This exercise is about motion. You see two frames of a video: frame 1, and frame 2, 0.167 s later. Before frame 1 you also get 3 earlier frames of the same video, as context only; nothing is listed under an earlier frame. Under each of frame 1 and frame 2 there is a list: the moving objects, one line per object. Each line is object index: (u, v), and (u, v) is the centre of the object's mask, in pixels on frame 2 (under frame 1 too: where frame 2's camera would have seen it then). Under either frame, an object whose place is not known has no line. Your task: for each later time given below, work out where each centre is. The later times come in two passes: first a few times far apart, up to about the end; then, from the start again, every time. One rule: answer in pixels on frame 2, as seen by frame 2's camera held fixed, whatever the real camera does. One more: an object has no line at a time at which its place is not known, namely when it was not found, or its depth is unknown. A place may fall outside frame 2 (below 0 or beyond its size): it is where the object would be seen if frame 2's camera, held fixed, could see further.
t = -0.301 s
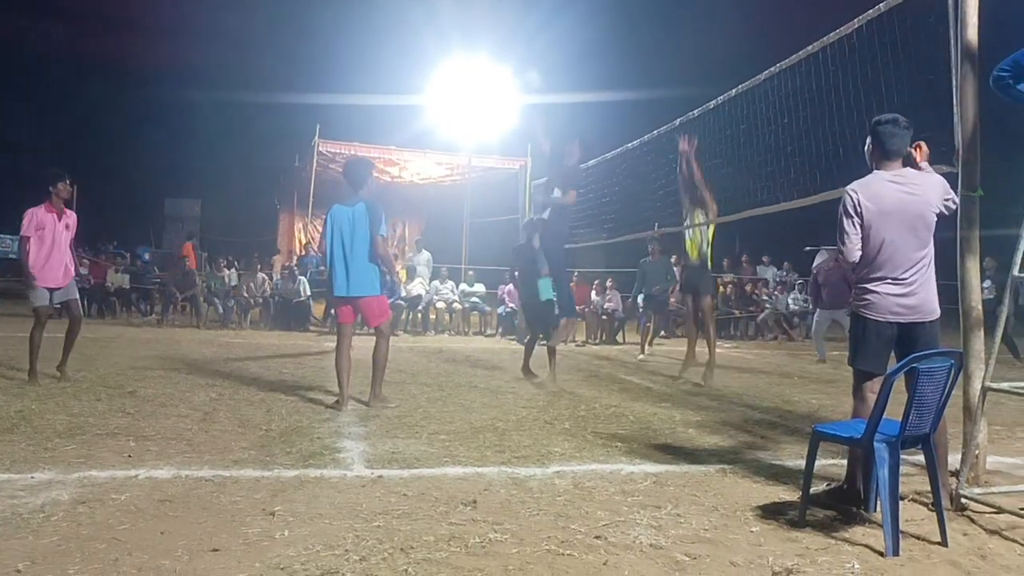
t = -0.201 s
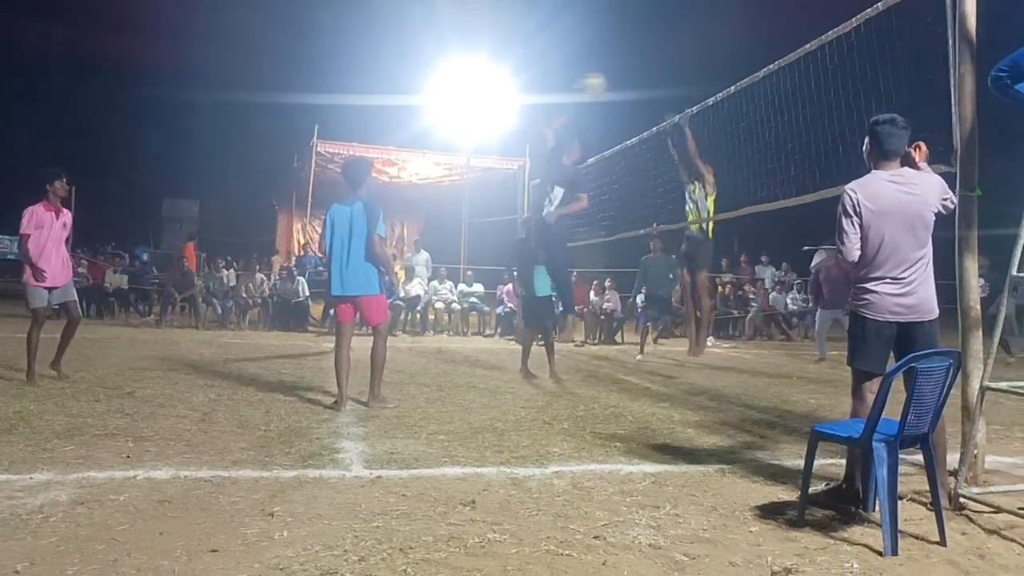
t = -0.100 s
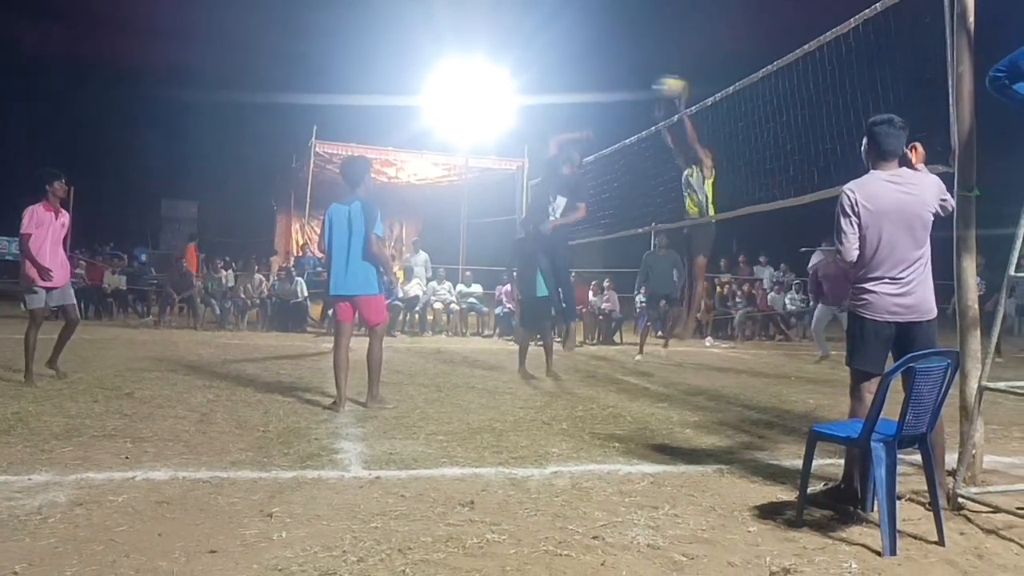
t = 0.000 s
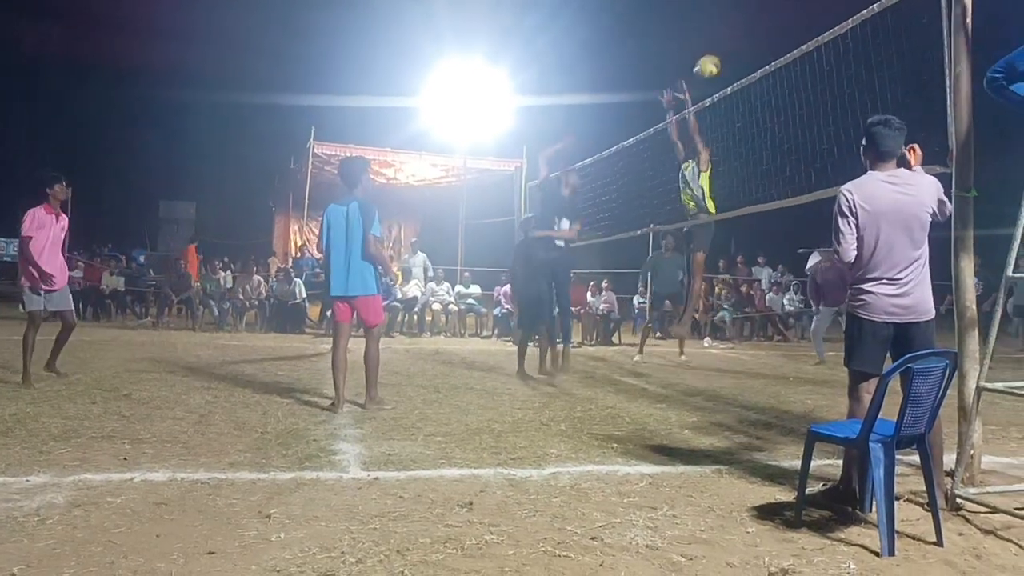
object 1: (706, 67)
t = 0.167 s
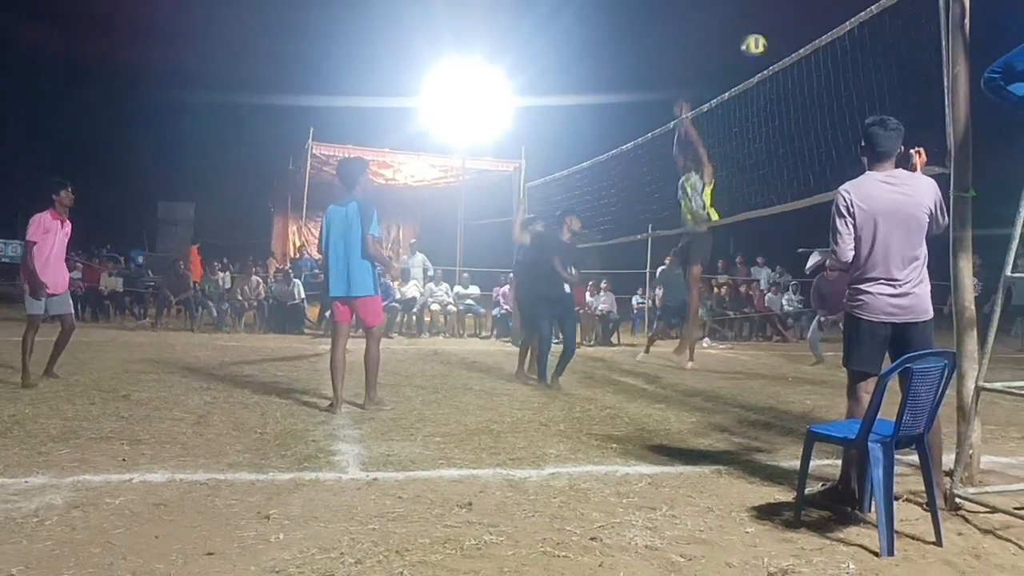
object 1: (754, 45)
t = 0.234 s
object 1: (773, 43)
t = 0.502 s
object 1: (847, 88)
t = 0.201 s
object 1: (763, 44)
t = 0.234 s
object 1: (773, 43)
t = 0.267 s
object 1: (782, 45)
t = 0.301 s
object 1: (790, 46)
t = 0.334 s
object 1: (800, 51)
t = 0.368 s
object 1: (811, 58)
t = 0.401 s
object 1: (819, 62)
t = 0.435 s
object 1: (829, 70)
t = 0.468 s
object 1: (838, 78)
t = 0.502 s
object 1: (847, 88)
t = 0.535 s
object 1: (856, 97)
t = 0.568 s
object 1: (865, 108)
